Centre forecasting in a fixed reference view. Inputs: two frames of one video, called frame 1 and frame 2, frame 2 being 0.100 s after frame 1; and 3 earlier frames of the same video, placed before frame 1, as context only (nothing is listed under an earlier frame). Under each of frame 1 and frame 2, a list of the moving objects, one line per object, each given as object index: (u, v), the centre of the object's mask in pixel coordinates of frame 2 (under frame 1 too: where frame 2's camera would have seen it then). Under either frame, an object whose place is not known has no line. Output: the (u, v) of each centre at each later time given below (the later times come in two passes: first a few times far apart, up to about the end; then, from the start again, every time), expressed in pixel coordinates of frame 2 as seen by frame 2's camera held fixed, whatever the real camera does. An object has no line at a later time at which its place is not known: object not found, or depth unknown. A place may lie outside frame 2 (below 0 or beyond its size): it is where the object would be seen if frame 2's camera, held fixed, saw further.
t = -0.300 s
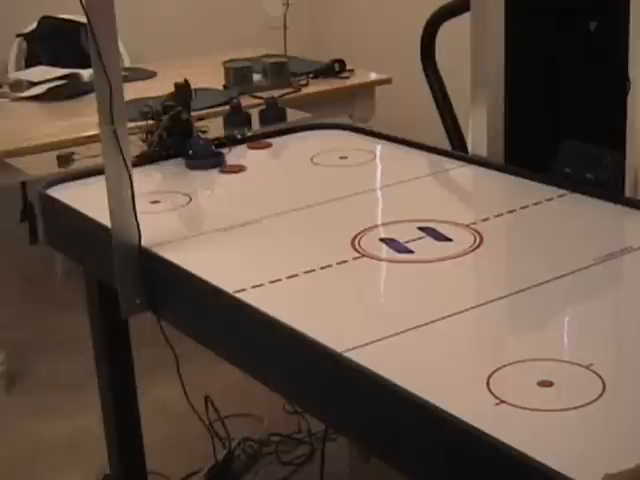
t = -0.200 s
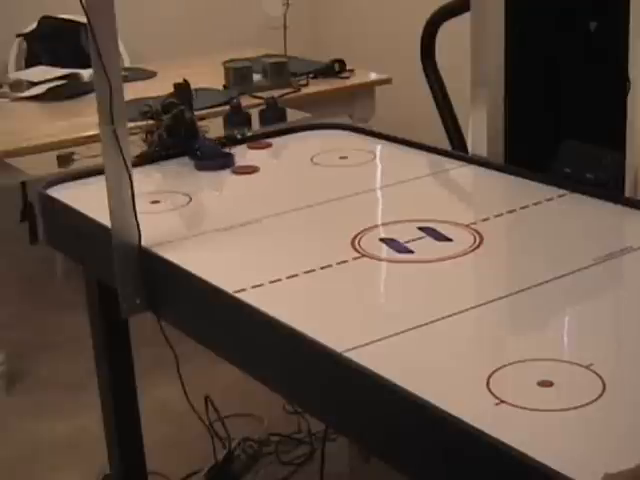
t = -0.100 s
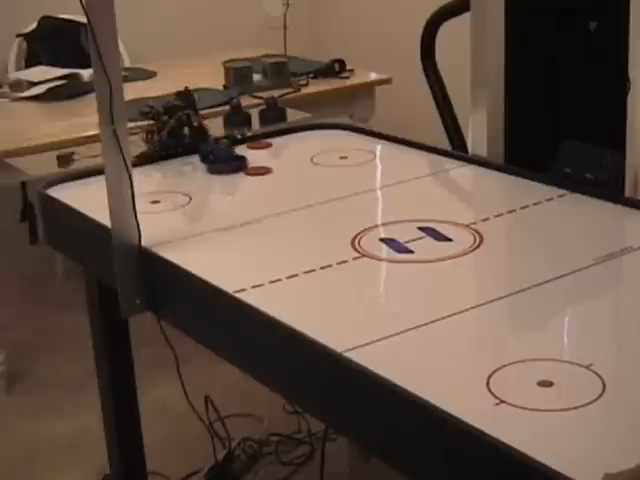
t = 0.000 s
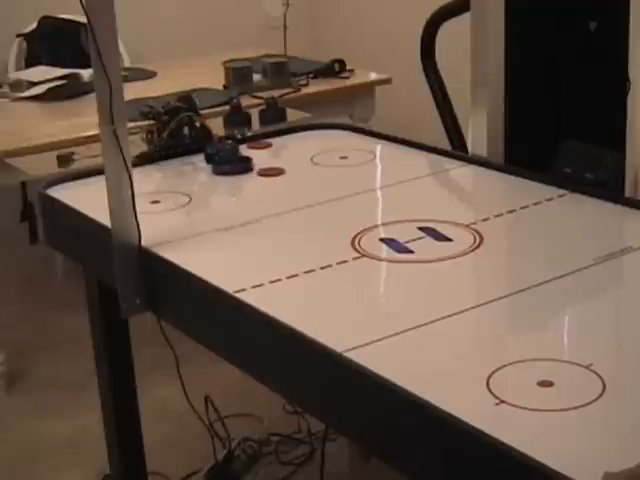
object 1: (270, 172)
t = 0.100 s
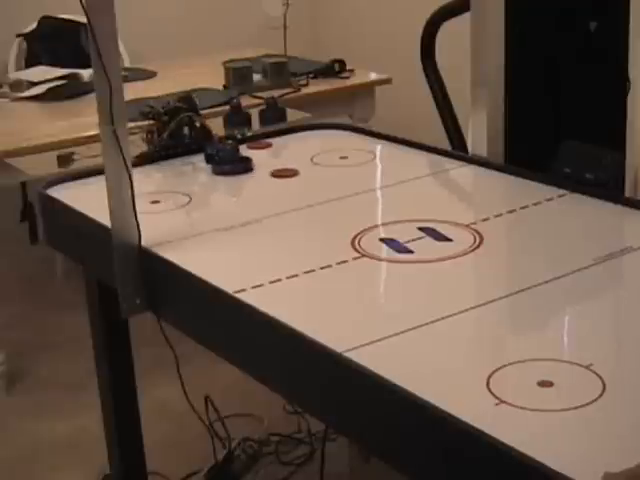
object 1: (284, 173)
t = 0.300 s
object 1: (311, 175)
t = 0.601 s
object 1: (352, 179)
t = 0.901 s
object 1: (395, 183)
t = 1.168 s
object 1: (433, 187)
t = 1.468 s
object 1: (475, 193)
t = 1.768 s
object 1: (514, 199)
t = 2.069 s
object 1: (550, 206)
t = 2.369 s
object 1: (582, 214)
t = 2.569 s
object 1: (602, 220)
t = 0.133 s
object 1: (288, 173)
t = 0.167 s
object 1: (293, 173)
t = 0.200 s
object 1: (297, 174)
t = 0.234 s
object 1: (301, 174)
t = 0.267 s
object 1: (306, 174)
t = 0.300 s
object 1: (311, 175)
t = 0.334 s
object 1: (316, 175)
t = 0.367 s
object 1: (320, 176)
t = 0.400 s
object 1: (325, 176)
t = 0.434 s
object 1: (329, 176)
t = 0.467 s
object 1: (334, 177)
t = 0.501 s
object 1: (338, 177)
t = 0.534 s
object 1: (343, 178)
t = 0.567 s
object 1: (348, 178)
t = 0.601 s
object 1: (352, 179)
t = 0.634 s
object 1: (357, 179)
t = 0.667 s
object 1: (362, 180)
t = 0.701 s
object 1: (367, 180)
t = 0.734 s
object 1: (372, 181)
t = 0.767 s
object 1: (377, 181)
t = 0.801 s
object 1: (381, 182)
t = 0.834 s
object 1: (386, 182)
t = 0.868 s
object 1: (391, 183)
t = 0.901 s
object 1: (395, 183)
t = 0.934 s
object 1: (400, 183)
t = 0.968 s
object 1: (405, 184)
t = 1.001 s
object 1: (410, 185)
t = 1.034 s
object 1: (414, 185)
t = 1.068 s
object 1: (419, 186)
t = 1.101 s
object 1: (424, 186)
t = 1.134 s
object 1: (429, 187)
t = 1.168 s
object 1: (433, 187)
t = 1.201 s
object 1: (438, 188)
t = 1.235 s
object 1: (443, 189)
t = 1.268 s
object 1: (448, 189)
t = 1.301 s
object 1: (452, 190)
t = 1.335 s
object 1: (457, 190)
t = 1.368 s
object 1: (461, 191)
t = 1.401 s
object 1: (466, 192)
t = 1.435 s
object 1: (470, 193)
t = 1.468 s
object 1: (475, 193)
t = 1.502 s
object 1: (479, 194)
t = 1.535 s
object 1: (484, 195)
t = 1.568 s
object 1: (488, 195)
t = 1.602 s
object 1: (493, 196)
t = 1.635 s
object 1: (497, 196)
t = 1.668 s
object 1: (501, 197)
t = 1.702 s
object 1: (505, 198)
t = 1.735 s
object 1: (510, 199)
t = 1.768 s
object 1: (514, 199)
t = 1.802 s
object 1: (518, 200)
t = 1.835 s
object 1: (522, 201)
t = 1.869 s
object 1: (526, 202)
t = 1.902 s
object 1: (530, 203)
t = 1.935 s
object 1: (534, 204)
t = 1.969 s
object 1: (538, 205)
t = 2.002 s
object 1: (542, 205)
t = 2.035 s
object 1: (546, 205)
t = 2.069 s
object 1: (550, 206)
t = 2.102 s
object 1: (553, 207)
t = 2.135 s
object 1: (557, 208)
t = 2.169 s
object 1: (561, 209)
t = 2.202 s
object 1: (564, 210)
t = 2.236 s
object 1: (568, 211)
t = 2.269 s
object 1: (571, 212)
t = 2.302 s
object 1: (575, 213)
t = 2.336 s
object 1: (579, 214)
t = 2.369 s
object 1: (582, 214)
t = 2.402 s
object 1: (585, 215)
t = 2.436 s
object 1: (589, 216)
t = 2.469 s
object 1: (592, 217)
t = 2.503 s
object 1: (596, 218)
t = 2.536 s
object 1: (599, 219)
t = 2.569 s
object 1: (602, 220)
